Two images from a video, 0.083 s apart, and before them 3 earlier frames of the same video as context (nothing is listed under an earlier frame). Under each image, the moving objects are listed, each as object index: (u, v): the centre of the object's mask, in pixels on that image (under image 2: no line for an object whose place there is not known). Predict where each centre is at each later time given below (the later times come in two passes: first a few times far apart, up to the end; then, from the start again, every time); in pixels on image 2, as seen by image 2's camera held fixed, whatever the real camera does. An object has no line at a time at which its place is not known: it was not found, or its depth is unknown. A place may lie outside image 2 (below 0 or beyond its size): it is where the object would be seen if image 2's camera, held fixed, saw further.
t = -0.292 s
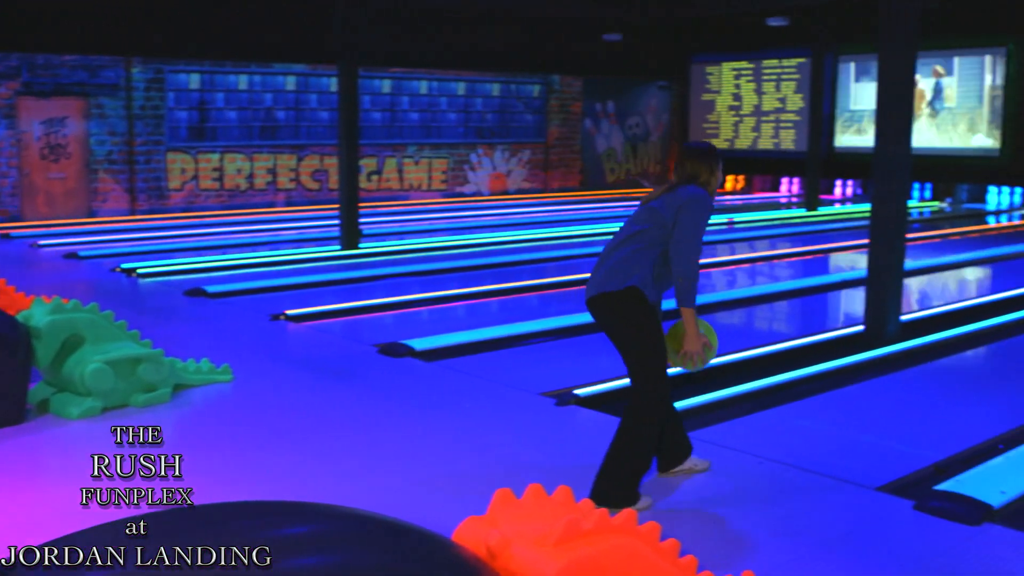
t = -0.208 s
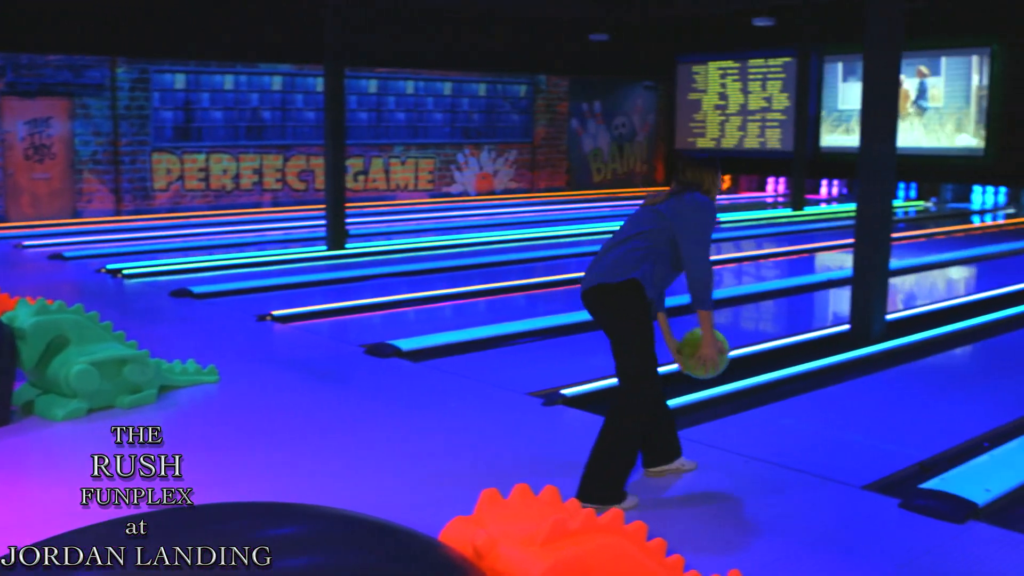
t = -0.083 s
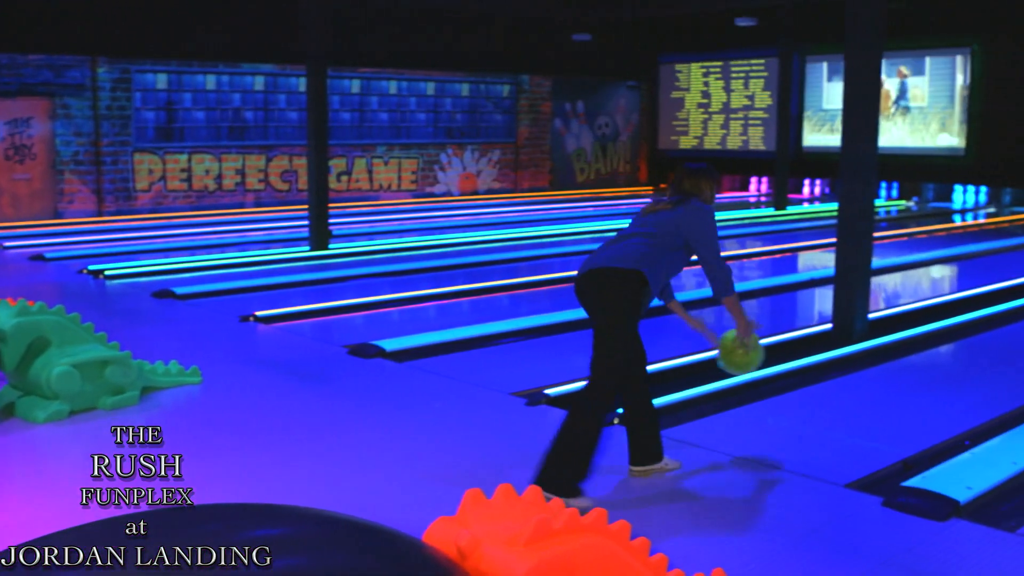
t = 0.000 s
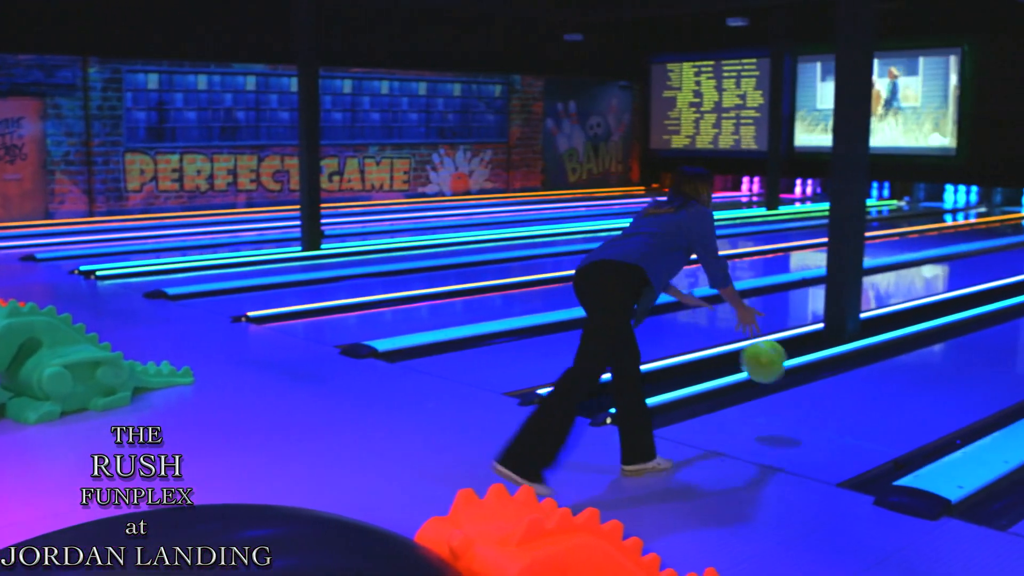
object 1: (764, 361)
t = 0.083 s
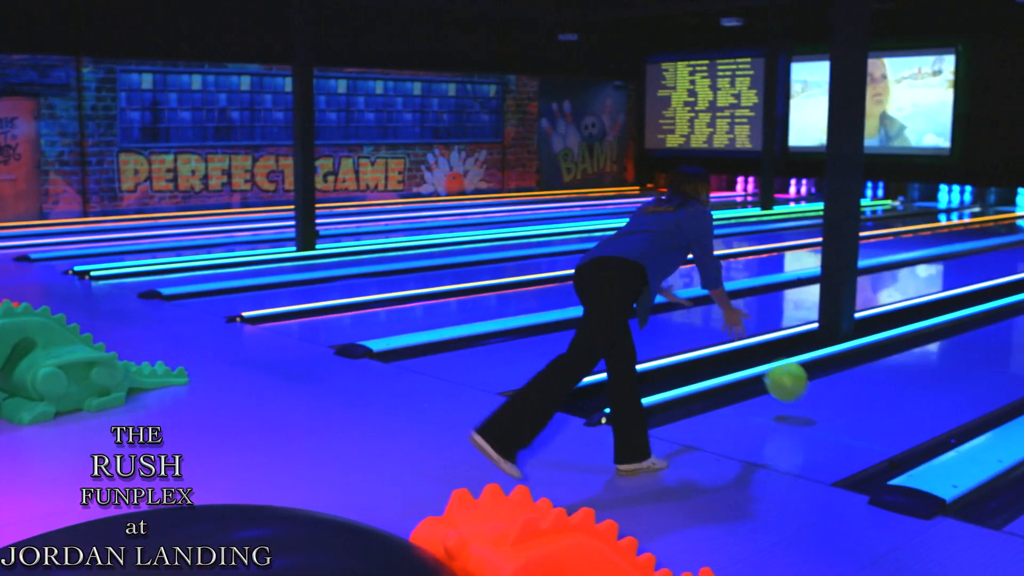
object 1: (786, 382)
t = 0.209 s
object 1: (823, 377)
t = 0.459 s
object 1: (883, 350)
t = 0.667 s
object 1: (920, 331)
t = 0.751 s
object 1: (931, 330)
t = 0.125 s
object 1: (799, 392)
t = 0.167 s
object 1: (811, 383)
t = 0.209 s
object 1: (823, 377)
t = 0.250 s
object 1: (834, 374)
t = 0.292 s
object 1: (845, 369)
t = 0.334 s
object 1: (855, 364)
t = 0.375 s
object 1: (865, 359)
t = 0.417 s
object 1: (874, 354)
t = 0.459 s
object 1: (883, 350)
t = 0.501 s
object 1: (891, 346)
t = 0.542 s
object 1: (899, 342)
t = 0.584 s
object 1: (906, 338)
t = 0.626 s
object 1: (913, 334)
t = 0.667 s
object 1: (920, 331)
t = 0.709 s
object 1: (926, 330)
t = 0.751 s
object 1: (931, 330)
